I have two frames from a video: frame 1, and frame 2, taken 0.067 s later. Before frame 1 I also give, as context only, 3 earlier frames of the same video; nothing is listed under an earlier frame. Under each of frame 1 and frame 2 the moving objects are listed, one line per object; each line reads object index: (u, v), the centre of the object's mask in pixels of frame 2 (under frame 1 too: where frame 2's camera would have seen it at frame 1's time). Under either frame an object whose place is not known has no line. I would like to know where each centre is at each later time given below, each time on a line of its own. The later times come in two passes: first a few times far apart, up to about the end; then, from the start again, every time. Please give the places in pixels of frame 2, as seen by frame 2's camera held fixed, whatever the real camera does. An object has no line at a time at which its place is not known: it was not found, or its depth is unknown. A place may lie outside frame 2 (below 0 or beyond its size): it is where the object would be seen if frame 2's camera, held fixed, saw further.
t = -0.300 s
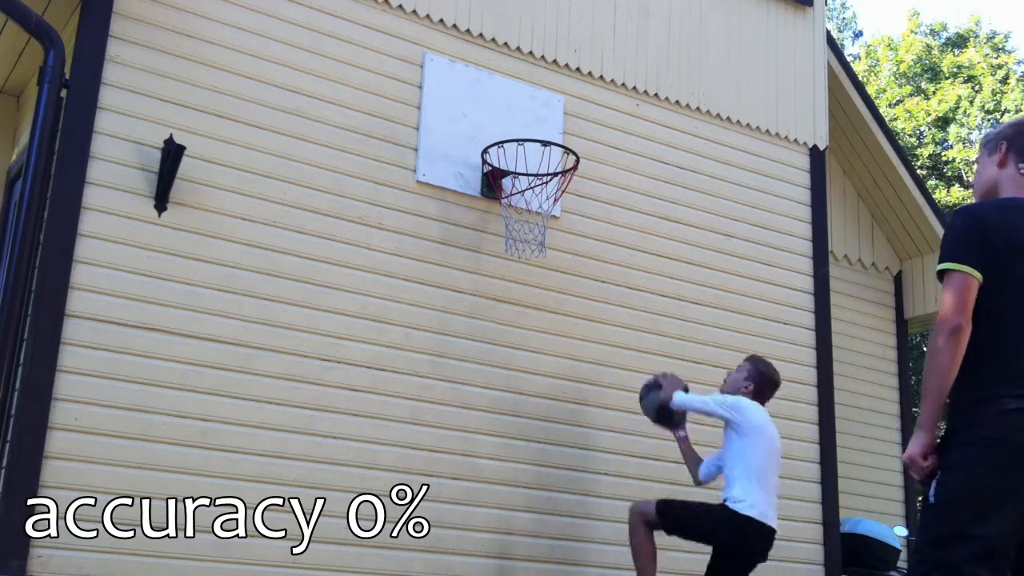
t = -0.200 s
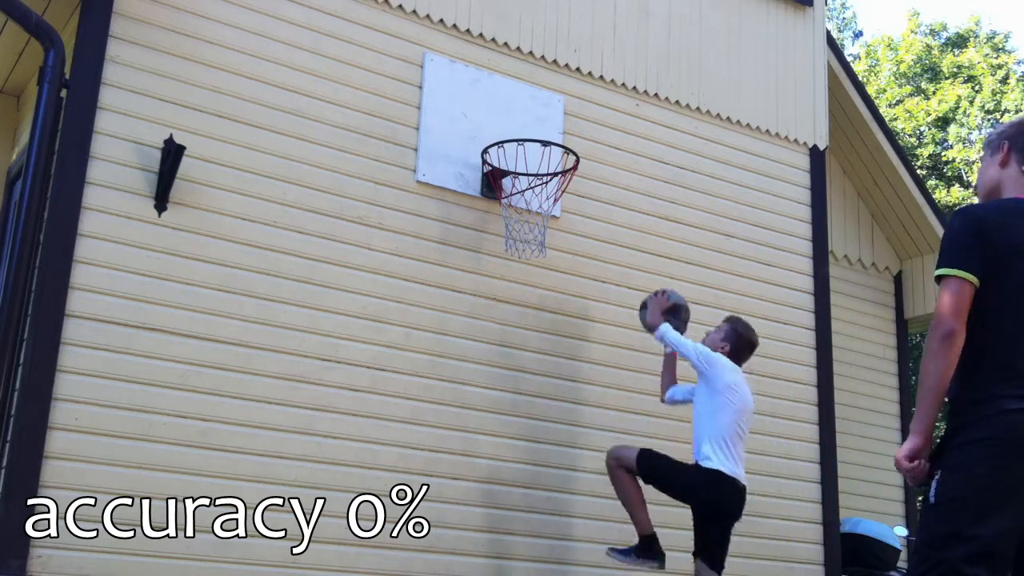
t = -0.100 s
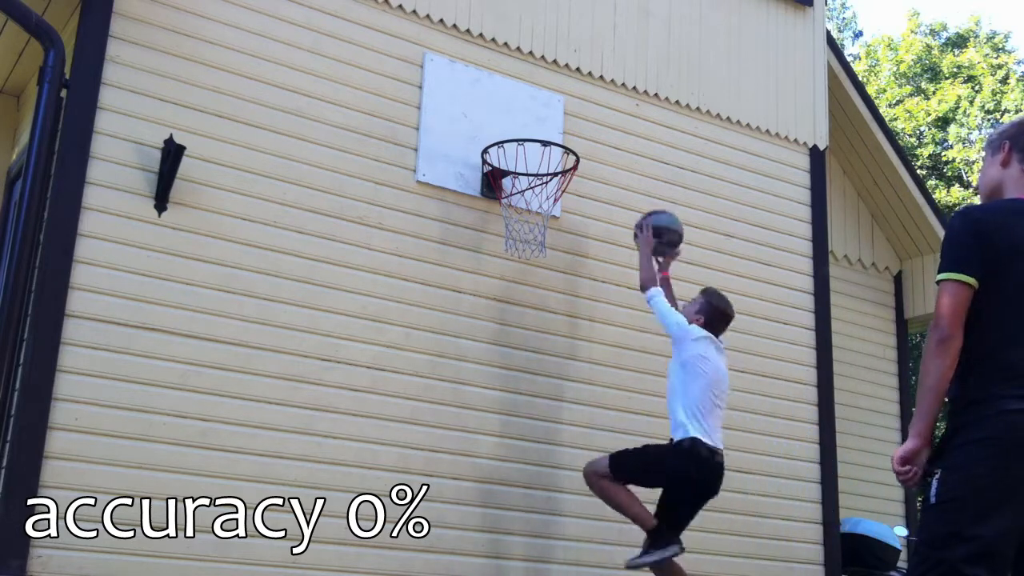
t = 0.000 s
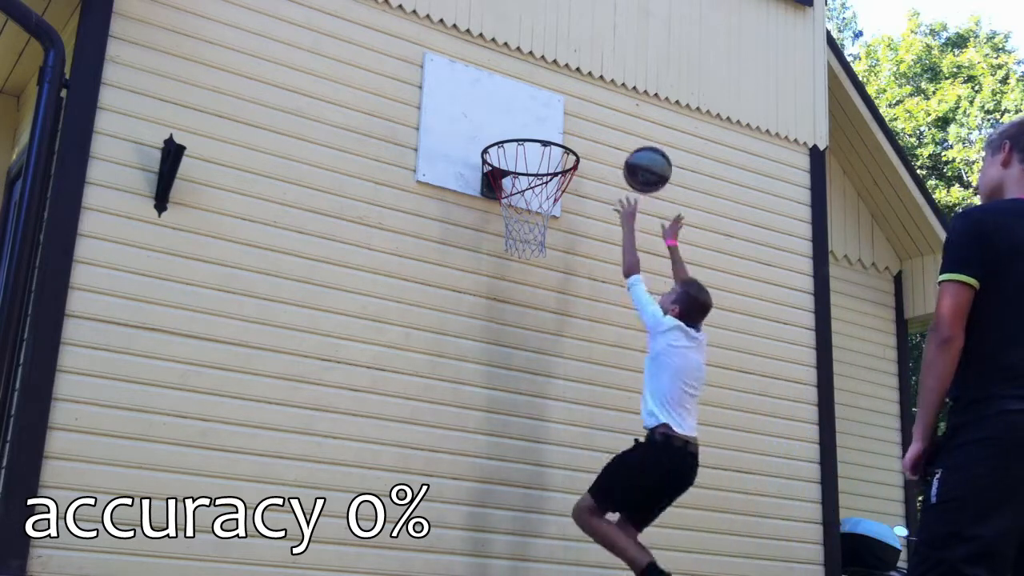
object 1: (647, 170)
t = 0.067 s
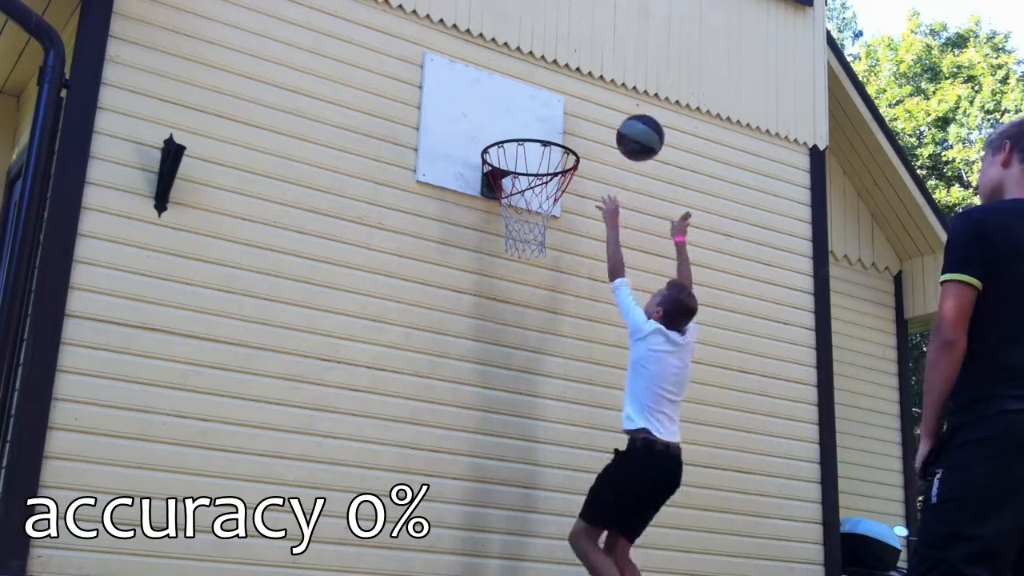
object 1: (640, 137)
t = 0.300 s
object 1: (614, 87)
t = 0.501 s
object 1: (590, 121)
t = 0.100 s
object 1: (636, 124)
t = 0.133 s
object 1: (632, 113)
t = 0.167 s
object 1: (629, 104)
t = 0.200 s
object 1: (625, 97)
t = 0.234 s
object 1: (622, 91)
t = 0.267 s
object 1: (618, 88)
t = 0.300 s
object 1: (614, 87)
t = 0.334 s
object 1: (611, 88)
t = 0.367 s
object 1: (607, 90)
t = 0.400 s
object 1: (603, 95)
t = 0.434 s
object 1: (598, 101)
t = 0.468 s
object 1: (594, 111)
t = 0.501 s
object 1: (590, 121)
